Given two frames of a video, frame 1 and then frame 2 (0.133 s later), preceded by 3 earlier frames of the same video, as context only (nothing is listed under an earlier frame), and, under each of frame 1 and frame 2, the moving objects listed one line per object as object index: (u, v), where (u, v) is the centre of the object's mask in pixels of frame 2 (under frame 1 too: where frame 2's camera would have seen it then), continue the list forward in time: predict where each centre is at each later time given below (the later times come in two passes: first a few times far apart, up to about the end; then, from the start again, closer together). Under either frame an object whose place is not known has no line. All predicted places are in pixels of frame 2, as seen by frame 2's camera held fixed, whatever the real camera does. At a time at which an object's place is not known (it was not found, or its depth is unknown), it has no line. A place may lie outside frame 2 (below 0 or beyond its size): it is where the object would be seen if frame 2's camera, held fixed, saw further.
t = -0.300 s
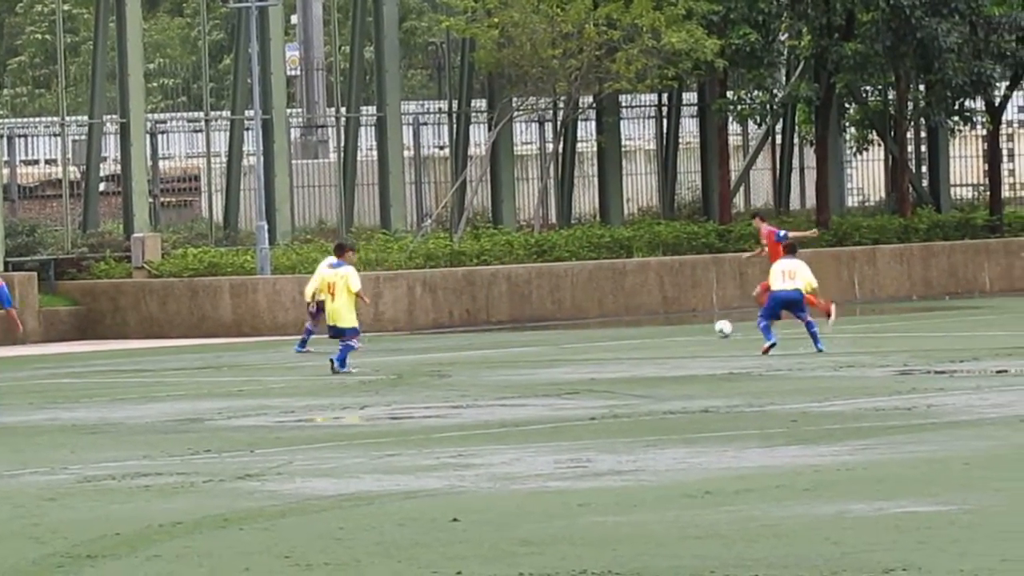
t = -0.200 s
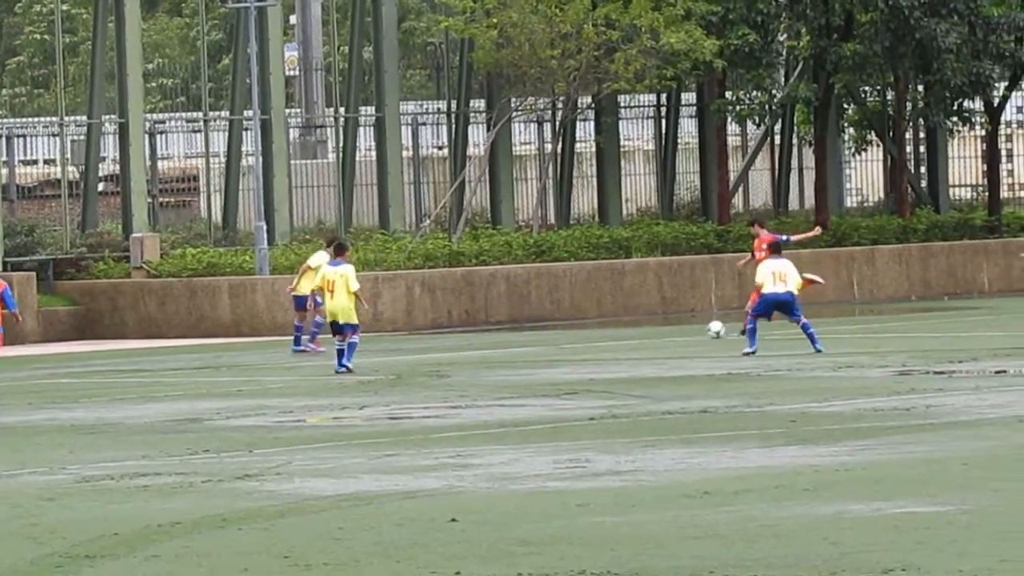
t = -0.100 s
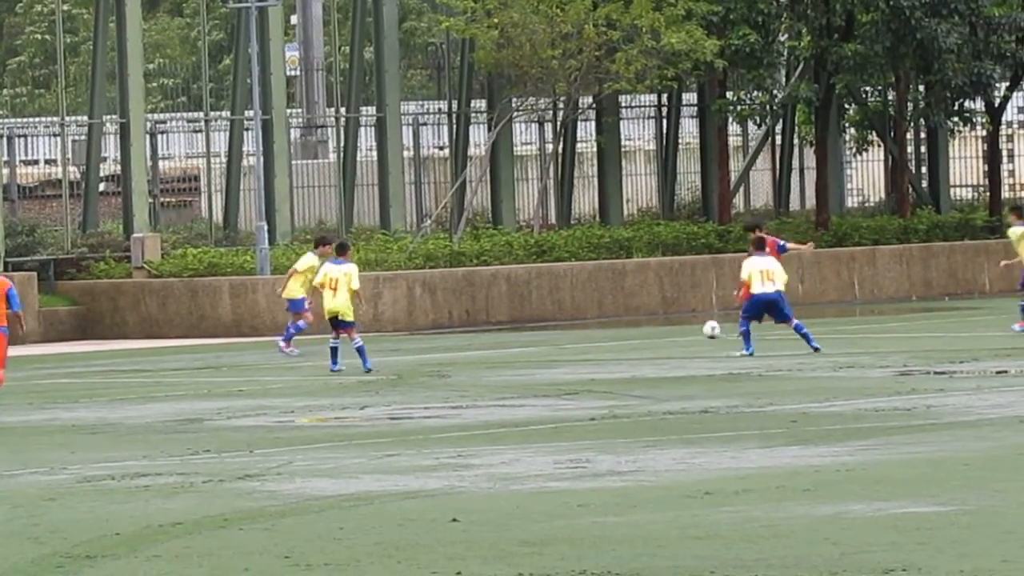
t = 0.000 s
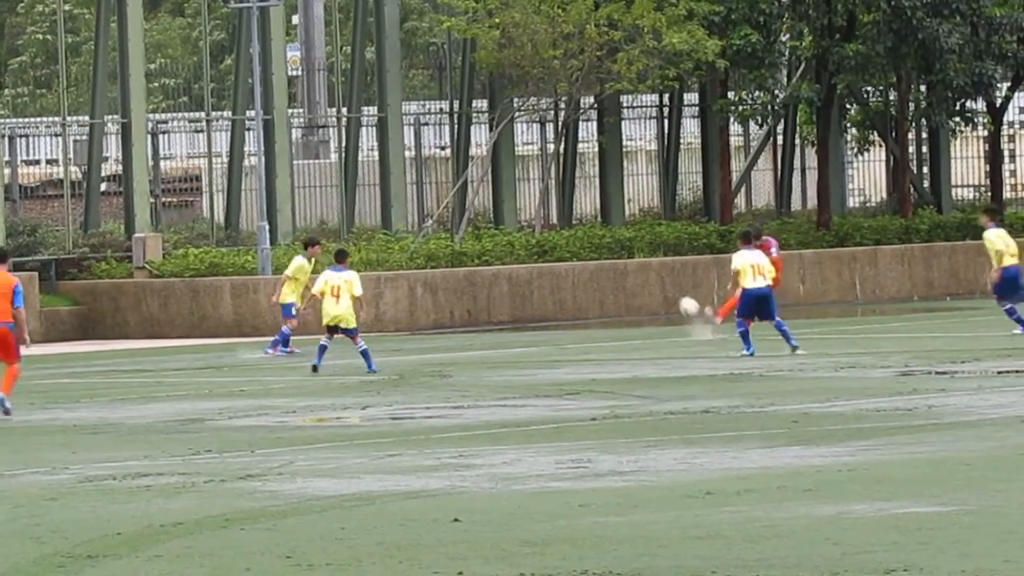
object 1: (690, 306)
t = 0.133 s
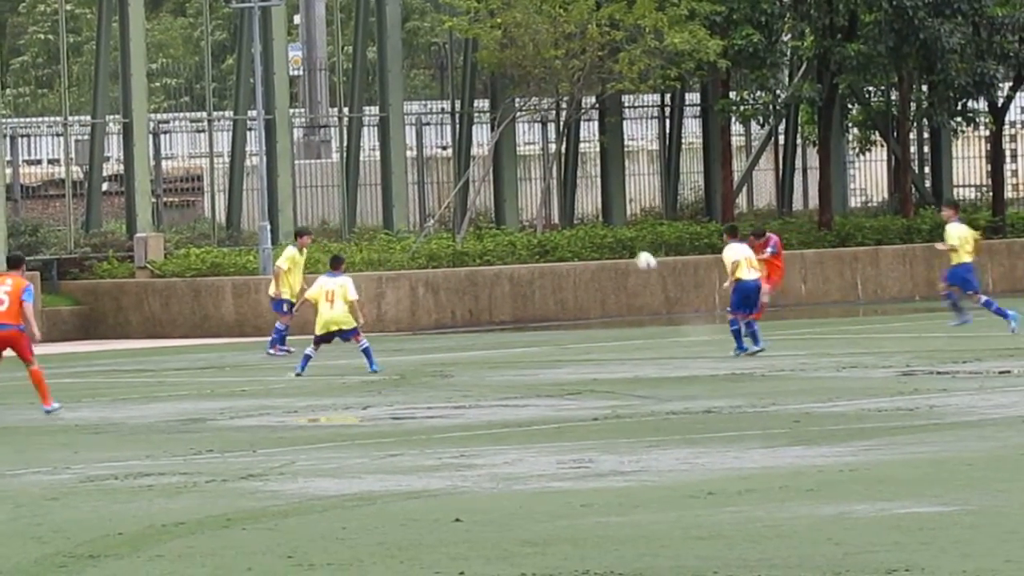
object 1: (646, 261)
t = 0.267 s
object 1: (605, 225)
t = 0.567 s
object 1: (524, 180)
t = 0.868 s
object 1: (460, 193)
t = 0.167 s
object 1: (635, 250)
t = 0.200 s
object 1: (624, 241)
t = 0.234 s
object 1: (614, 233)
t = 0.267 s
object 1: (605, 225)
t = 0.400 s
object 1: (566, 198)
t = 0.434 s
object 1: (558, 193)
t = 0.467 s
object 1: (549, 189)
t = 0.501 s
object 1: (541, 186)
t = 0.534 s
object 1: (532, 182)
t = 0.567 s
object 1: (524, 180)
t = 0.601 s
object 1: (516, 178)
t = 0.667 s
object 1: (500, 178)
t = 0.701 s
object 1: (494, 179)
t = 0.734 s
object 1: (486, 180)
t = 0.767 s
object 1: (479, 182)
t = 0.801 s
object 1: (472, 185)
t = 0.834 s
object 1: (465, 190)
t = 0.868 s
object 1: (460, 193)
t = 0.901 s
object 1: (453, 199)
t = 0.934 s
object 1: (448, 206)
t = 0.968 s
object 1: (443, 212)
